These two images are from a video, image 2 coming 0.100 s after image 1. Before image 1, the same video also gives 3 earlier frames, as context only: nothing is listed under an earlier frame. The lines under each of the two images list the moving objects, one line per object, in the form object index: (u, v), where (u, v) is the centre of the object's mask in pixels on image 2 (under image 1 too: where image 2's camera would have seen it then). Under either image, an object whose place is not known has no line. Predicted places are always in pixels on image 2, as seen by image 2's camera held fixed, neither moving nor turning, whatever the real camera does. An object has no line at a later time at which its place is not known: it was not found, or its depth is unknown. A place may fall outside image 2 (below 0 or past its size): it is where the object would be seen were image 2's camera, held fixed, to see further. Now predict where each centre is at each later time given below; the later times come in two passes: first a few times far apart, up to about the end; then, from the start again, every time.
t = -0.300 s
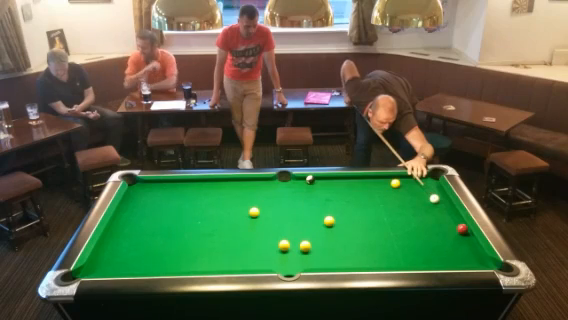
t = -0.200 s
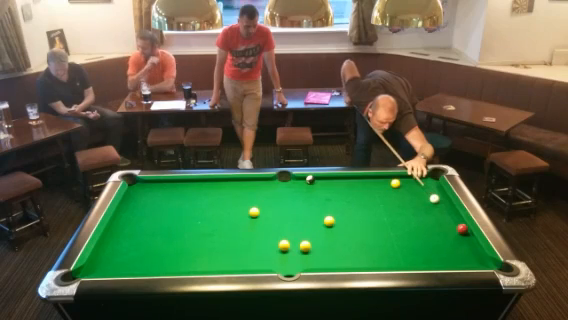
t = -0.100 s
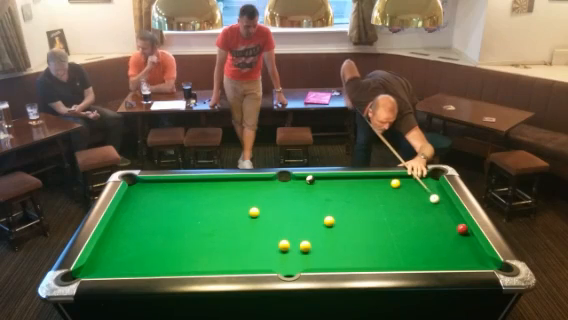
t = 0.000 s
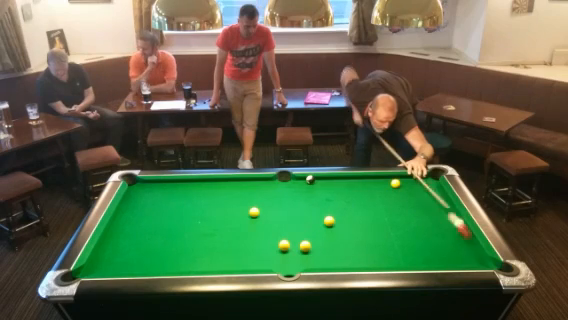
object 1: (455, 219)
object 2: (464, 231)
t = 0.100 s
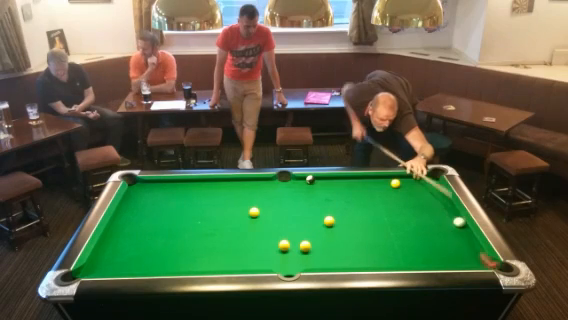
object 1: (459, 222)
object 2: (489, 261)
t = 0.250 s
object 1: (453, 223)
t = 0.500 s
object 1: (454, 236)
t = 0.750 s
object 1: (456, 252)
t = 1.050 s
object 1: (453, 258)
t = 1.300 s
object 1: (443, 249)
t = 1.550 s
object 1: (435, 241)
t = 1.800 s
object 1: (427, 233)
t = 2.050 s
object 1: (420, 226)
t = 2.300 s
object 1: (414, 221)
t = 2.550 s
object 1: (409, 215)
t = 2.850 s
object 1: (403, 210)
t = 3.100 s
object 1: (399, 206)
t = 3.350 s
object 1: (395, 203)
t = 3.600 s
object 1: (392, 200)
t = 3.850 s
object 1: (389, 198)
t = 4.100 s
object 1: (387, 196)
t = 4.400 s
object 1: (386, 194)
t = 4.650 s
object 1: (384, 193)
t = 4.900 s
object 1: (384, 192)
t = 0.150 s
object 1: (456, 221)
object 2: (500, 266)
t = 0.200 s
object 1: (454, 222)
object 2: (500, 269)
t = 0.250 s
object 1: (453, 223)
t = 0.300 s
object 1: (453, 225)
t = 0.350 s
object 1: (452, 227)
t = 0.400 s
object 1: (453, 230)
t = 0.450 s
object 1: (453, 233)
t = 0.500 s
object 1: (454, 236)
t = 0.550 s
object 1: (454, 239)
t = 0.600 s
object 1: (455, 242)
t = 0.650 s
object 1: (455, 245)
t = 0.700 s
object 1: (456, 249)
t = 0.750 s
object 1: (456, 252)
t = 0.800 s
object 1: (457, 255)
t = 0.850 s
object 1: (457, 258)
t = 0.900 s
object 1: (457, 261)
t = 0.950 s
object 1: (457, 262)
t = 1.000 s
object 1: (455, 260)
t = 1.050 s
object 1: (453, 258)
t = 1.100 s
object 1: (451, 257)
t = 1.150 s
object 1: (449, 255)
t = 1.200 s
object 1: (447, 253)
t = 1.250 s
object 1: (445, 251)
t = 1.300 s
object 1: (443, 249)
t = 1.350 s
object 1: (441, 247)
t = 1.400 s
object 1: (440, 246)
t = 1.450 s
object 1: (438, 244)
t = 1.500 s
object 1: (436, 242)
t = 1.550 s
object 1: (435, 241)
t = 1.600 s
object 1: (433, 239)
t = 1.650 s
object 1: (431, 238)
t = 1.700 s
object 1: (430, 236)
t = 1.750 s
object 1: (428, 234)
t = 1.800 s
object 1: (427, 233)
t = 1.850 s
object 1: (425, 232)
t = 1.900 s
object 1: (424, 230)
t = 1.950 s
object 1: (423, 229)
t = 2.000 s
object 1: (421, 228)
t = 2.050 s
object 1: (420, 226)
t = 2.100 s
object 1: (419, 225)
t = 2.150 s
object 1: (417, 224)
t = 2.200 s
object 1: (416, 223)
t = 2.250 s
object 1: (415, 222)
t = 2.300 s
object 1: (414, 221)
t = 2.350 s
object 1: (413, 219)
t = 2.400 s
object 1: (412, 218)
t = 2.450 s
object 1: (411, 217)
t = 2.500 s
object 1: (410, 216)
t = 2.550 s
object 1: (409, 215)
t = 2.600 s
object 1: (408, 214)
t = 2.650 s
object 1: (407, 213)
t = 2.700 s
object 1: (406, 213)
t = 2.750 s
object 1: (405, 212)
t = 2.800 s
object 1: (404, 211)
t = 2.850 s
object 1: (403, 210)
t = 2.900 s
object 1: (402, 209)
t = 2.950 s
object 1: (401, 208)
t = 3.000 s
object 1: (401, 208)
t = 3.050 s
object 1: (400, 207)
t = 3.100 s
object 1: (399, 206)
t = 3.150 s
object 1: (398, 206)
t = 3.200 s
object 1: (397, 205)
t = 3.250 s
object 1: (397, 204)
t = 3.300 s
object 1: (396, 204)
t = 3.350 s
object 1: (395, 203)
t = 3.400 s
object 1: (395, 203)
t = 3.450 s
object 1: (394, 202)
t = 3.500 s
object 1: (394, 201)
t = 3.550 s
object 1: (393, 201)
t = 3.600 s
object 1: (392, 200)
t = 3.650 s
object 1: (392, 200)
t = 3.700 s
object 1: (391, 199)
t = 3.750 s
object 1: (391, 199)
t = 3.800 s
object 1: (390, 198)
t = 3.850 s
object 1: (389, 198)
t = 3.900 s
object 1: (389, 197)
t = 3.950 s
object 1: (389, 197)
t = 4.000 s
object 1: (389, 196)
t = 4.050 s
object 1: (388, 196)
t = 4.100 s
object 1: (387, 196)
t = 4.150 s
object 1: (387, 196)
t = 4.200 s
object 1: (387, 195)
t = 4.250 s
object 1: (386, 195)
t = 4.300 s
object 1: (386, 195)
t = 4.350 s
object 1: (386, 194)
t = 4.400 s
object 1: (386, 194)
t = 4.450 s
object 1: (385, 194)
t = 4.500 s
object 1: (385, 194)
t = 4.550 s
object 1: (385, 194)
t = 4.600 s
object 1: (385, 193)
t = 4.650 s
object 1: (384, 193)
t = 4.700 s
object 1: (384, 193)
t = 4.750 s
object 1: (384, 193)
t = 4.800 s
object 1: (384, 193)
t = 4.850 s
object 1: (384, 192)
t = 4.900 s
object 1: (384, 192)
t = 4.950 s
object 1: (384, 192)
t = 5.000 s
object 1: (383, 192)
